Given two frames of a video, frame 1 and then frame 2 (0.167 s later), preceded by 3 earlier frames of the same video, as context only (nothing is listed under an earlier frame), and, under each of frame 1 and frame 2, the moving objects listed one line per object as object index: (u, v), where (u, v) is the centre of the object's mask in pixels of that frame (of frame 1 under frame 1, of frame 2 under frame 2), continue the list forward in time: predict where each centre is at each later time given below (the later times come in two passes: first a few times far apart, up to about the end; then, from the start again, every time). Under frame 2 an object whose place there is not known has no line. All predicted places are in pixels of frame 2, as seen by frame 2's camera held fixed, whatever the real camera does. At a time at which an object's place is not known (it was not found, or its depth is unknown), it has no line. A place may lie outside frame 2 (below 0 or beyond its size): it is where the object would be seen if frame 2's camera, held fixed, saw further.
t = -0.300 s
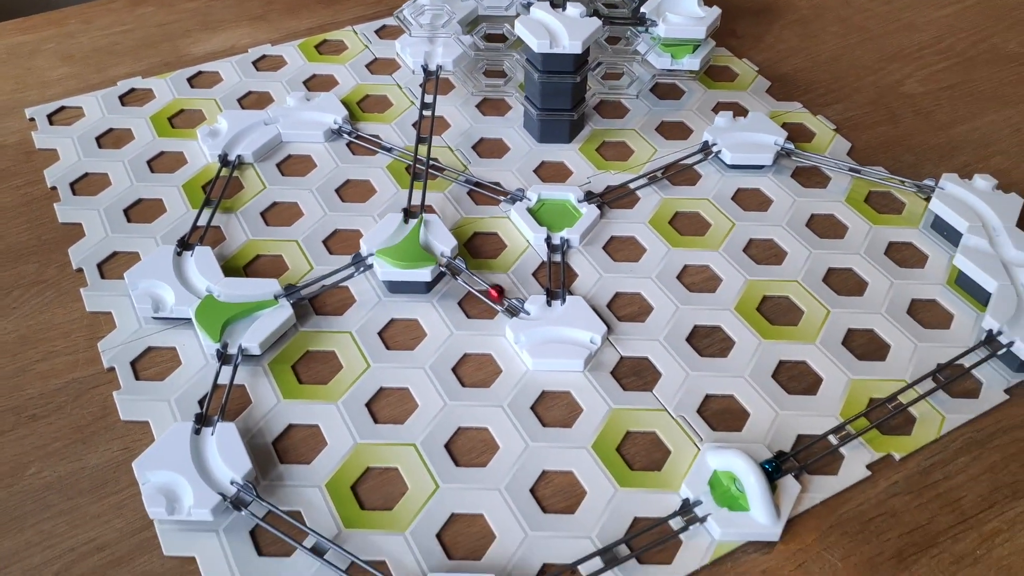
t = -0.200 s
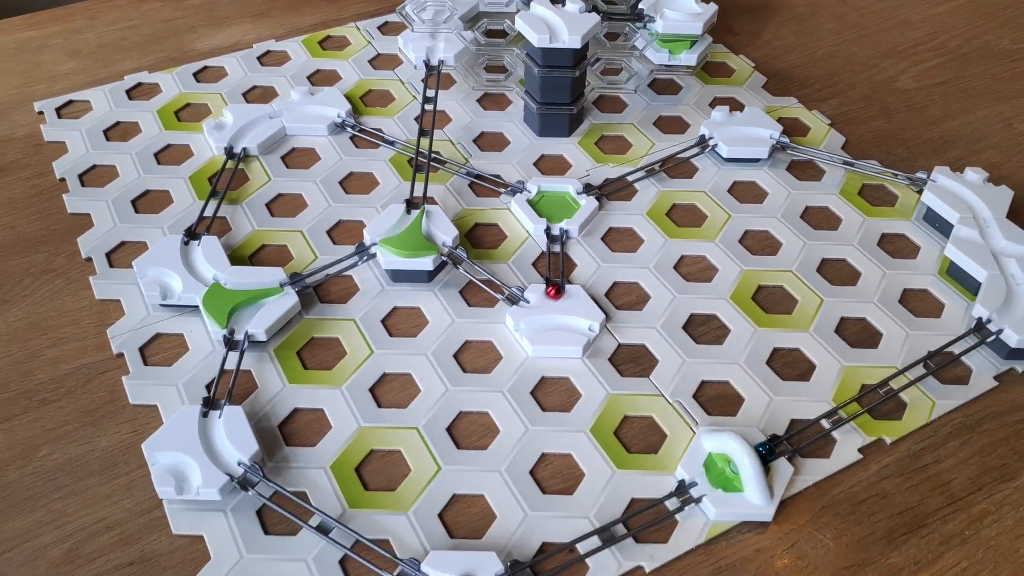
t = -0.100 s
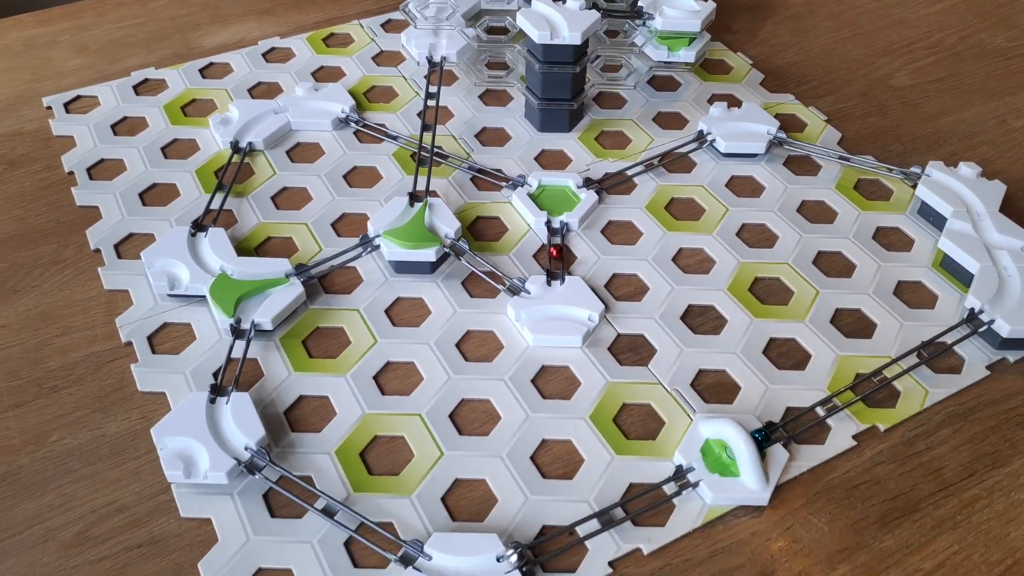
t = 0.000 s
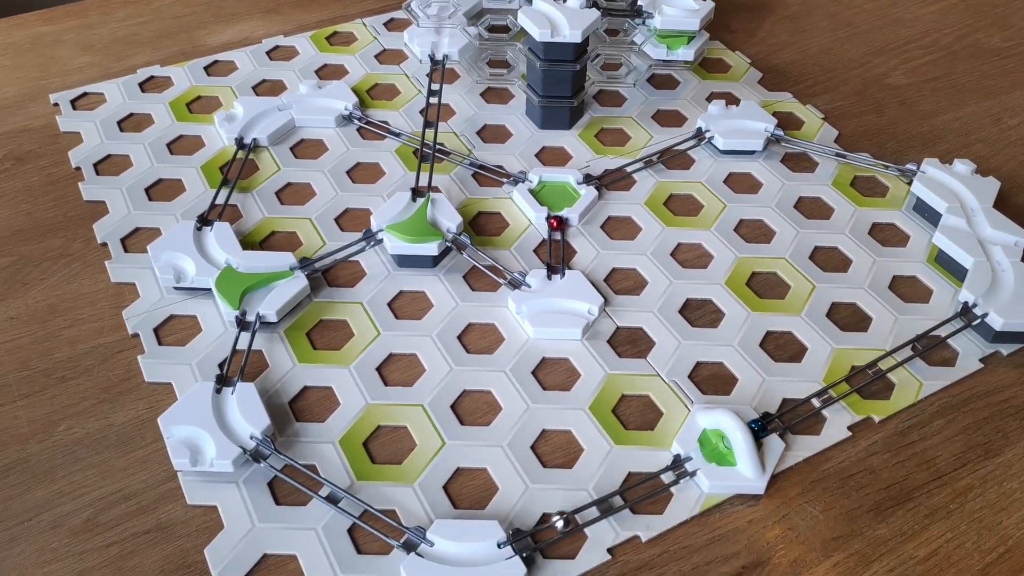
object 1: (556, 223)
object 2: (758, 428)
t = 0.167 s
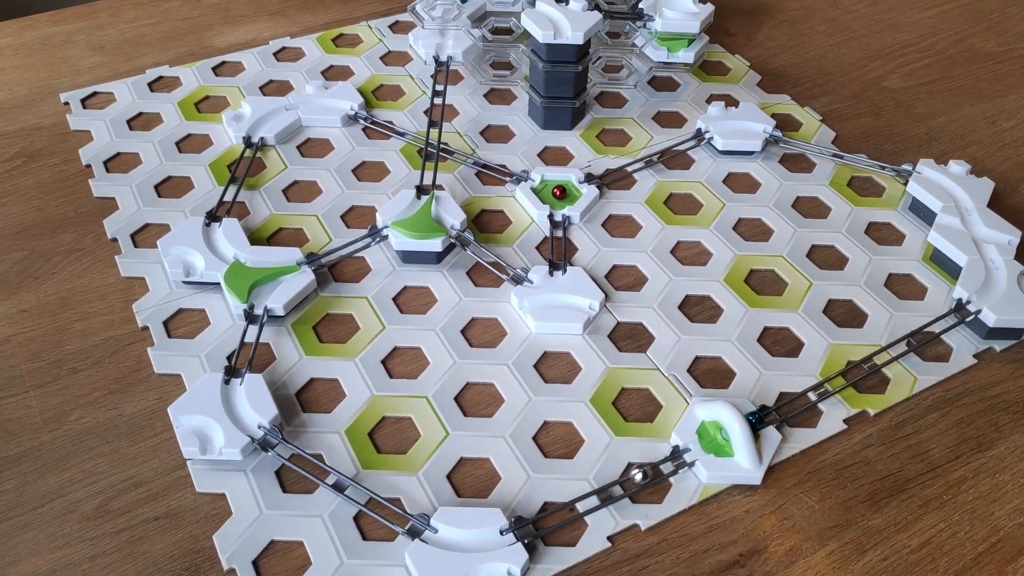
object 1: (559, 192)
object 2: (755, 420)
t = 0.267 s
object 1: (562, 178)
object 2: (755, 420)
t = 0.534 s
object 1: (572, 187)
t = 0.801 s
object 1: (574, 192)
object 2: (963, 200)
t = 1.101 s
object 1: (575, 190)
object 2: (832, 148)
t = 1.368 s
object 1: (573, 188)
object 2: (702, 133)
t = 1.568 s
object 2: (613, 169)
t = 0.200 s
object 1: (560, 186)
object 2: (756, 420)
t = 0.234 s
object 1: (561, 181)
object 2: (755, 420)
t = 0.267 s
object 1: (562, 178)
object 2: (755, 420)
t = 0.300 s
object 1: (563, 181)
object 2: (755, 420)
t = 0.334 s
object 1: (564, 182)
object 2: (769, 414)
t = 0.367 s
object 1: (566, 183)
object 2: (815, 388)
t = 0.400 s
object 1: (567, 184)
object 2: (855, 366)
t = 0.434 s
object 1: (569, 184)
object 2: (891, 346)
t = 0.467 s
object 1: (570, 185)
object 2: (921, 330)
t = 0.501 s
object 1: (571, 186)
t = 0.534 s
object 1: (572, 187)
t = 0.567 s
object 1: (573, 188)
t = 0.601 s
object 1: (574, 189)
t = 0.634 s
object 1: (575, 190)
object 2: (994, 263)
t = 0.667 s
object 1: (575, 191)
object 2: (986, 249)
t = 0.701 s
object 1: (574, 191)
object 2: (980, 236)
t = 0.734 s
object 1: (574, 191)
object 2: (973, 223)
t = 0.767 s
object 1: (574, 191)
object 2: (967, 211)
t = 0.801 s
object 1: (574, 192)
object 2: (963, 200)
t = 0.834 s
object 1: (574, 192)
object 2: (954, 189)
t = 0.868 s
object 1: (574, 192)
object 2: (942, 180)
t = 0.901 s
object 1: (574, 192)
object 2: (928, 172)
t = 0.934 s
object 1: (574, 191)
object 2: (912, 167)
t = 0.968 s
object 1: (574, 191)
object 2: (897, 164)
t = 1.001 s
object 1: (575, 191)
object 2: (881, 160)
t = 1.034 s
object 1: (575, 191)
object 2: (865, 156)
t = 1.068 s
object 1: (575, 190)
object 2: (849, 152)
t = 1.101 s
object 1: (575, 190)
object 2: (832, 148)
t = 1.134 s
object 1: (574, 190)
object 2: (815, 144)
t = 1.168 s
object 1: (574, 189)
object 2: (798, 139)
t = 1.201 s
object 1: (574, 189)
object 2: (781, 133)
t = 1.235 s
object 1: (574, 189)
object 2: (766, 129)
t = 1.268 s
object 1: (574, 189)
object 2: (751, 126)
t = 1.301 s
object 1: (574, 188)
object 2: (733, 124)
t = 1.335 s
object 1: (573, 188)
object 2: (717, 126)
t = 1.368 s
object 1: (573, 188)
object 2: (702, 133)
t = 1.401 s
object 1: (573, 188)
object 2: (693, 137)
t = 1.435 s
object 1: (573, 188)
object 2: (675, 144)
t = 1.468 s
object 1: (573, 187)
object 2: (660, 150)
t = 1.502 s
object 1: (573, 187)
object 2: (645, 157)
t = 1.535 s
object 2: (629, 162)
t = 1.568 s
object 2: (613, 169)
